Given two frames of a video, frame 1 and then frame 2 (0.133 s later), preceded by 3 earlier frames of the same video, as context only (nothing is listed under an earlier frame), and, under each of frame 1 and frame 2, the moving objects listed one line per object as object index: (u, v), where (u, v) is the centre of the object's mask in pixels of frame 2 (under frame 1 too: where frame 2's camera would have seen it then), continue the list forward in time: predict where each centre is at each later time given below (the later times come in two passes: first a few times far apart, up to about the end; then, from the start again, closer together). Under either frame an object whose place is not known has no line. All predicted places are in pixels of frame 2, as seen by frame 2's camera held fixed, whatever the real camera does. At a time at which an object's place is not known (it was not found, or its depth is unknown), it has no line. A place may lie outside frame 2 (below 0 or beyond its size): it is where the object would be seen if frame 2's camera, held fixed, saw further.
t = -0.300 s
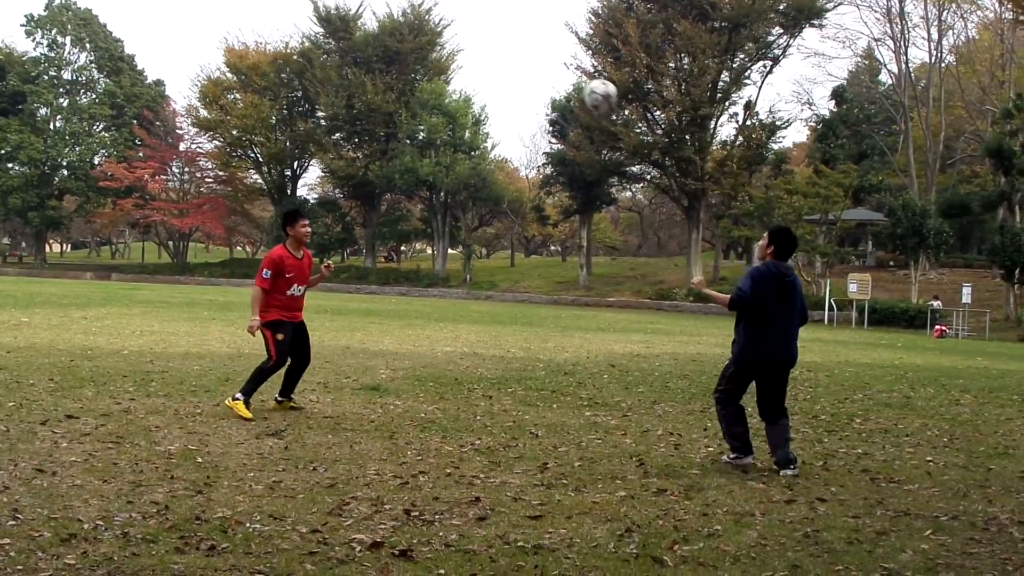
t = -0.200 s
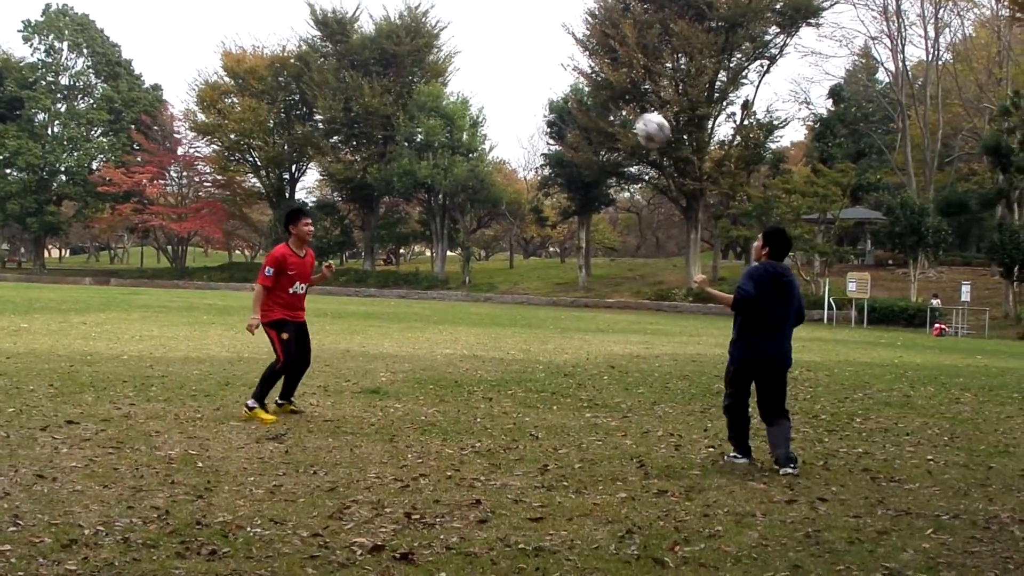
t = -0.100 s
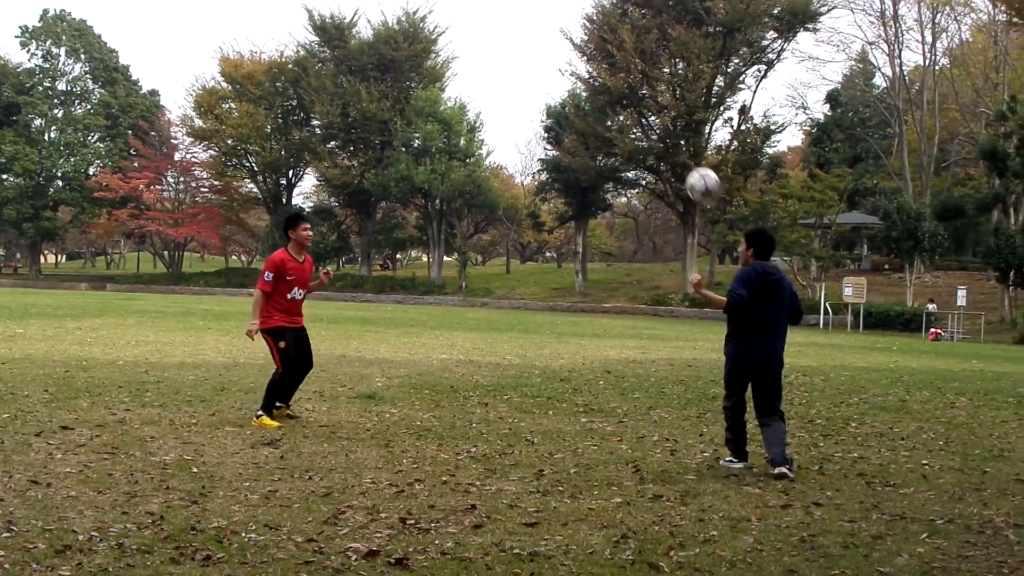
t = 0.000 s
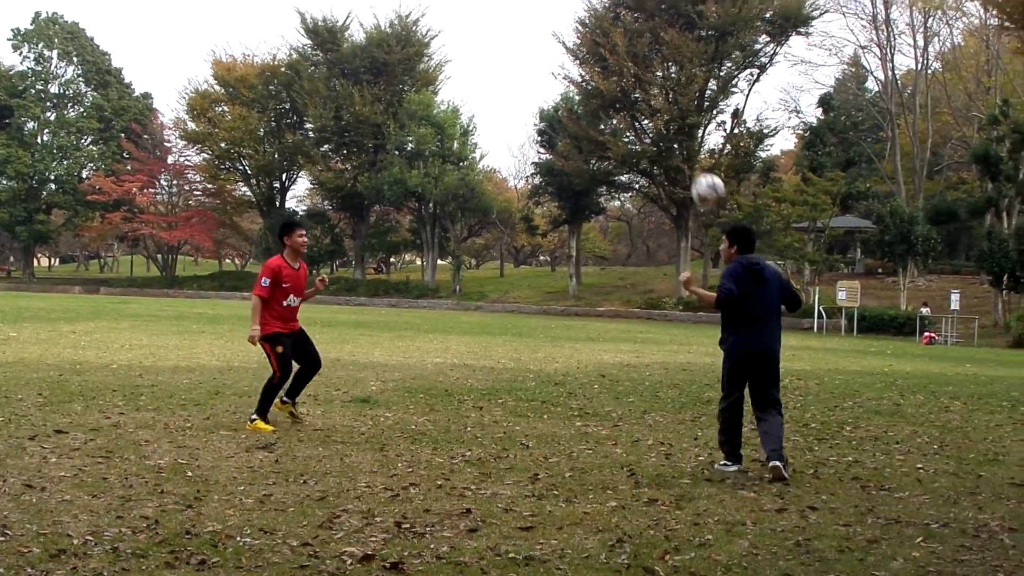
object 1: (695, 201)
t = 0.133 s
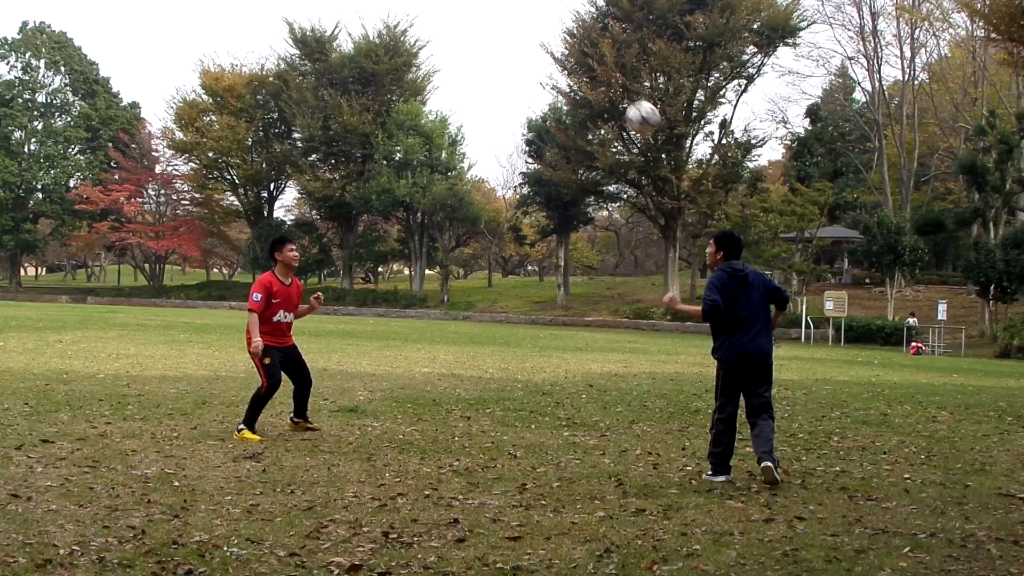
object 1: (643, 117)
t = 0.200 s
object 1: (616, 86)
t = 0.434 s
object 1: (528, 31)
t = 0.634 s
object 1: (454, 46)
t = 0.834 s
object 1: (380, 109)
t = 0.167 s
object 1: (630, 102)
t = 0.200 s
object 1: (616, 86)
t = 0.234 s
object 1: (604, 73)
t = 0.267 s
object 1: (591, 62)
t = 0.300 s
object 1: (577, 49)
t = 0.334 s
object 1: (564, 47)
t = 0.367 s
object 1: (553, 39)
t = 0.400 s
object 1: (540, 34)
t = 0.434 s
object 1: (528, 31)
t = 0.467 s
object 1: (515, 29)
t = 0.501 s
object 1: (503, 30)
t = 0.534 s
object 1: (490, 32)
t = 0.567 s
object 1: (478, 35)
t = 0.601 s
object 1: (466, 40)
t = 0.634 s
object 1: (454, 46)
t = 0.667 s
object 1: (441, 53)
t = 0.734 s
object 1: (418, 72)
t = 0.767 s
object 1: (406, 81)
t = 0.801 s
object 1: (394, 95)
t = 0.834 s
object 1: (380, 109)
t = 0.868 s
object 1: (371, 126)
